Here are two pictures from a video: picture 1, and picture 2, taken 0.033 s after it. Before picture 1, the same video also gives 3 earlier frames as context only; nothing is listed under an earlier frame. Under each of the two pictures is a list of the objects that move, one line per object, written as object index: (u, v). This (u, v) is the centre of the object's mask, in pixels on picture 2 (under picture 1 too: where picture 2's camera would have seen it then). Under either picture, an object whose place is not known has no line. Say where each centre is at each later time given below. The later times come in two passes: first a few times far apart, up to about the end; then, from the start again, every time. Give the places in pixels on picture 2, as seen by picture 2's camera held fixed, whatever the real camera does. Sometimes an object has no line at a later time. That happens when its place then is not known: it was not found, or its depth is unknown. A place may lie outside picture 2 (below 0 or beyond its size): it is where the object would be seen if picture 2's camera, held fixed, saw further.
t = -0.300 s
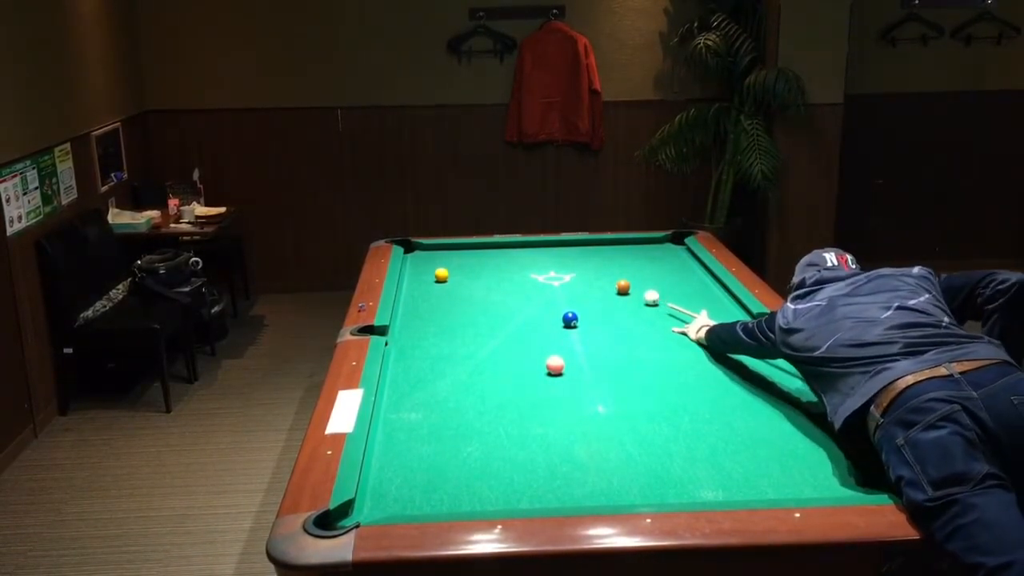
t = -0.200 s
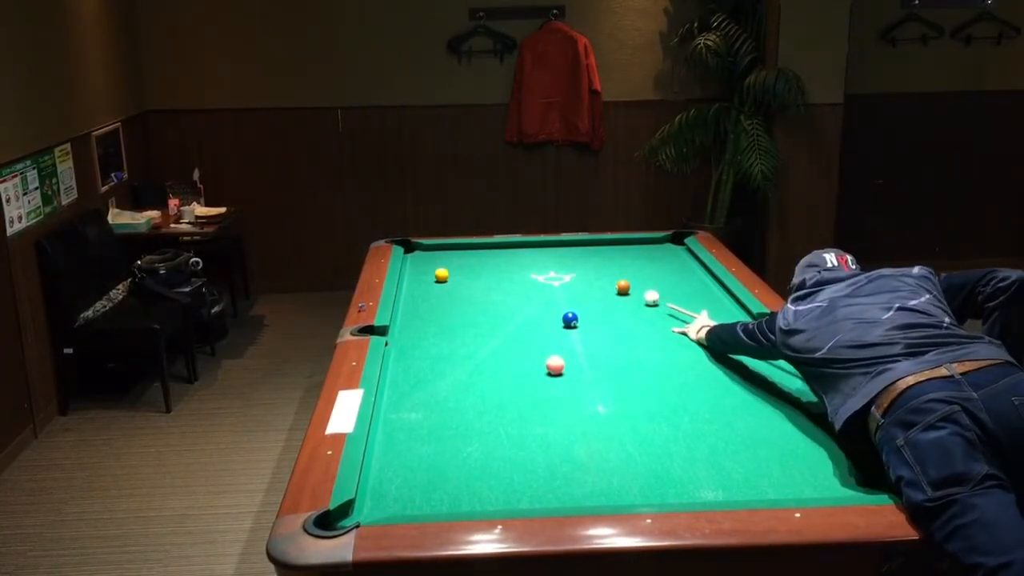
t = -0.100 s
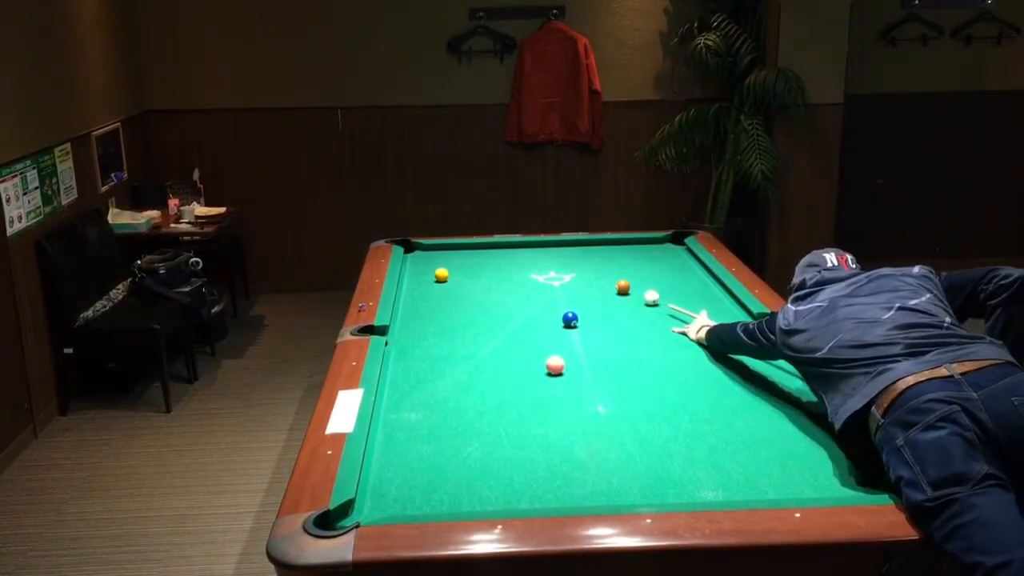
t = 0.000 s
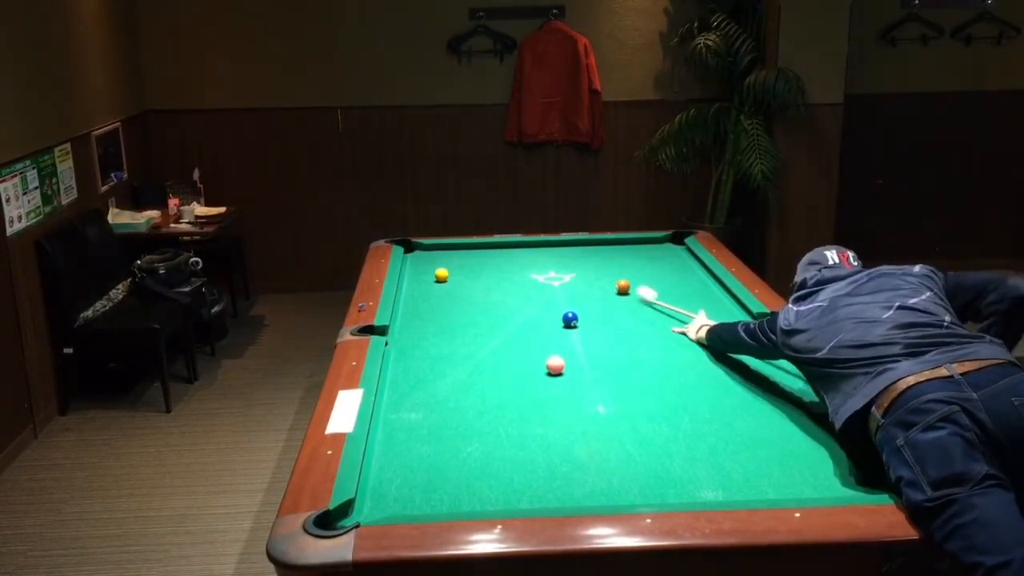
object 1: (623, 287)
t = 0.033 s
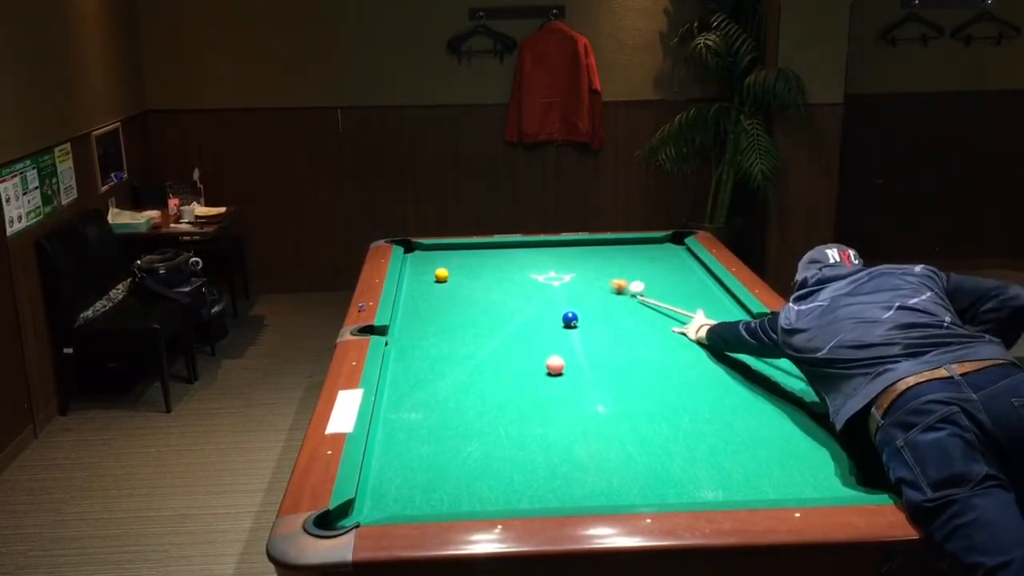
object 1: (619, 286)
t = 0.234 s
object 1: (530, 268)
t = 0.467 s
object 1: (454, 253)
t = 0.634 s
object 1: (407, 246)
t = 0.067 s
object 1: (602, 283)
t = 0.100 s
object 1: (585, 280)
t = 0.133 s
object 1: (571, 276)
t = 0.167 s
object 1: (556, 274)
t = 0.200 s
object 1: (542, 271)
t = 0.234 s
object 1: (530, 268)
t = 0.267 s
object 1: (517, 266)
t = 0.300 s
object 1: (506, 264)
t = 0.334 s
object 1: (496, 262)
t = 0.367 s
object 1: (484, 260)
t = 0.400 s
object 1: (474, 258)
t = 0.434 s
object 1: (464, 255)
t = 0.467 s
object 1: (454, 253)
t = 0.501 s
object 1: (444, 251)
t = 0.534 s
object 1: (435, 249)
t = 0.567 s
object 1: (425, 247)
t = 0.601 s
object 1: (415, 246)
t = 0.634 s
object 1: (407, 246)
